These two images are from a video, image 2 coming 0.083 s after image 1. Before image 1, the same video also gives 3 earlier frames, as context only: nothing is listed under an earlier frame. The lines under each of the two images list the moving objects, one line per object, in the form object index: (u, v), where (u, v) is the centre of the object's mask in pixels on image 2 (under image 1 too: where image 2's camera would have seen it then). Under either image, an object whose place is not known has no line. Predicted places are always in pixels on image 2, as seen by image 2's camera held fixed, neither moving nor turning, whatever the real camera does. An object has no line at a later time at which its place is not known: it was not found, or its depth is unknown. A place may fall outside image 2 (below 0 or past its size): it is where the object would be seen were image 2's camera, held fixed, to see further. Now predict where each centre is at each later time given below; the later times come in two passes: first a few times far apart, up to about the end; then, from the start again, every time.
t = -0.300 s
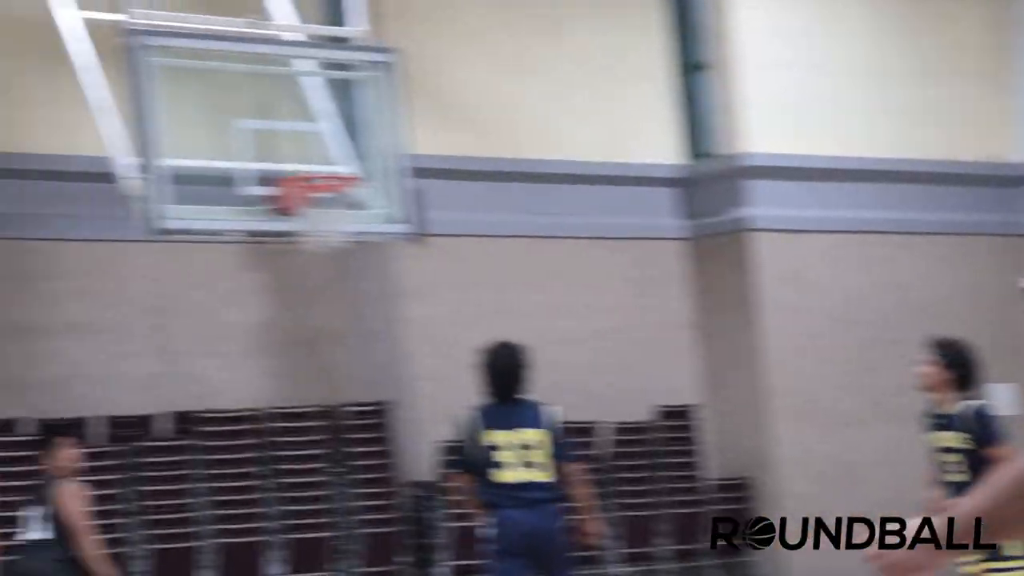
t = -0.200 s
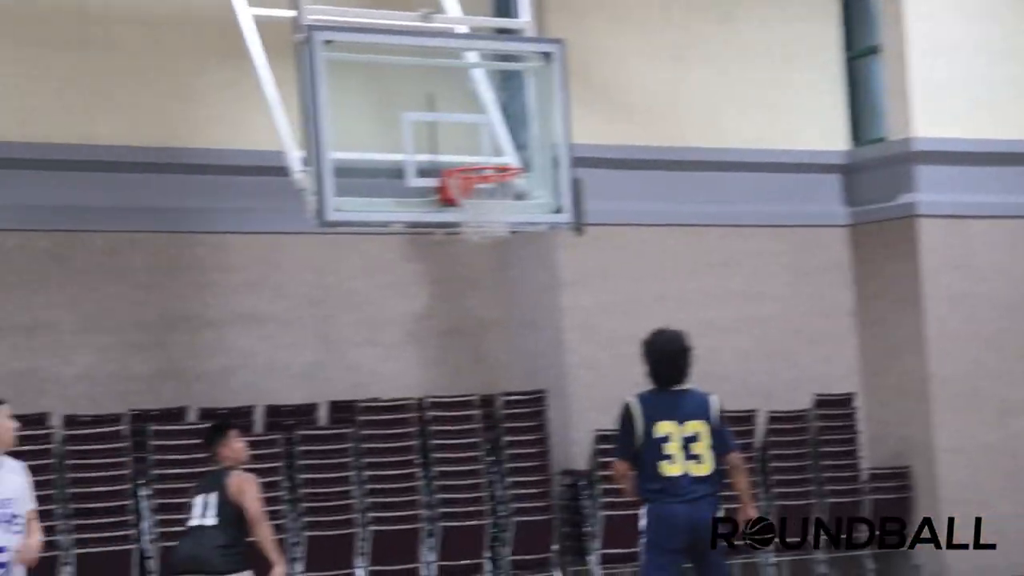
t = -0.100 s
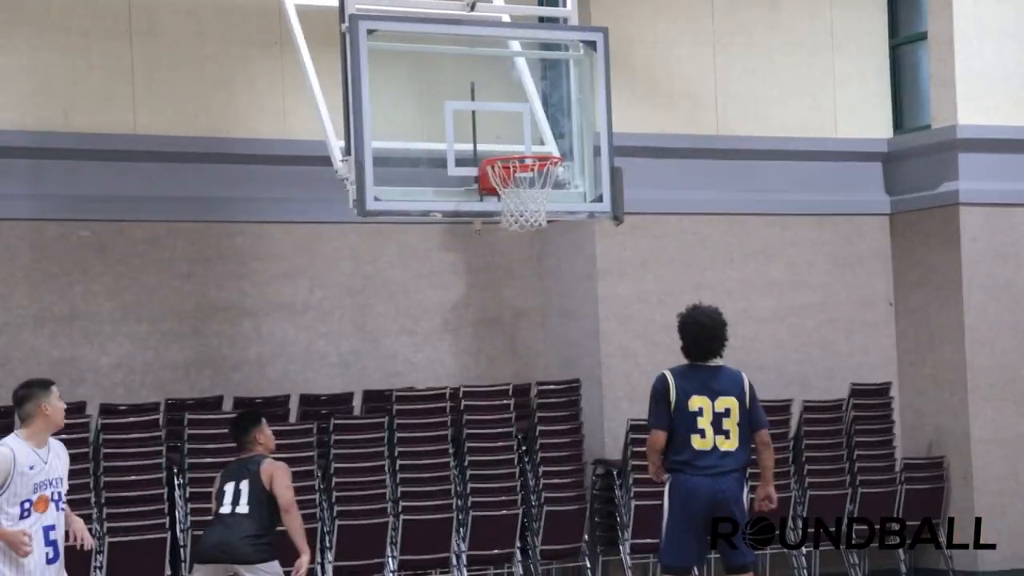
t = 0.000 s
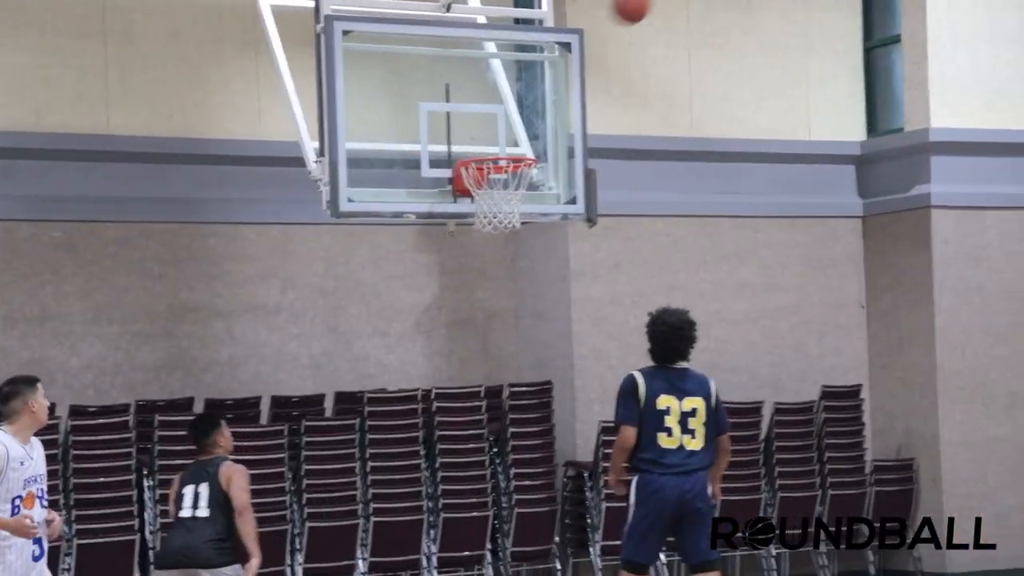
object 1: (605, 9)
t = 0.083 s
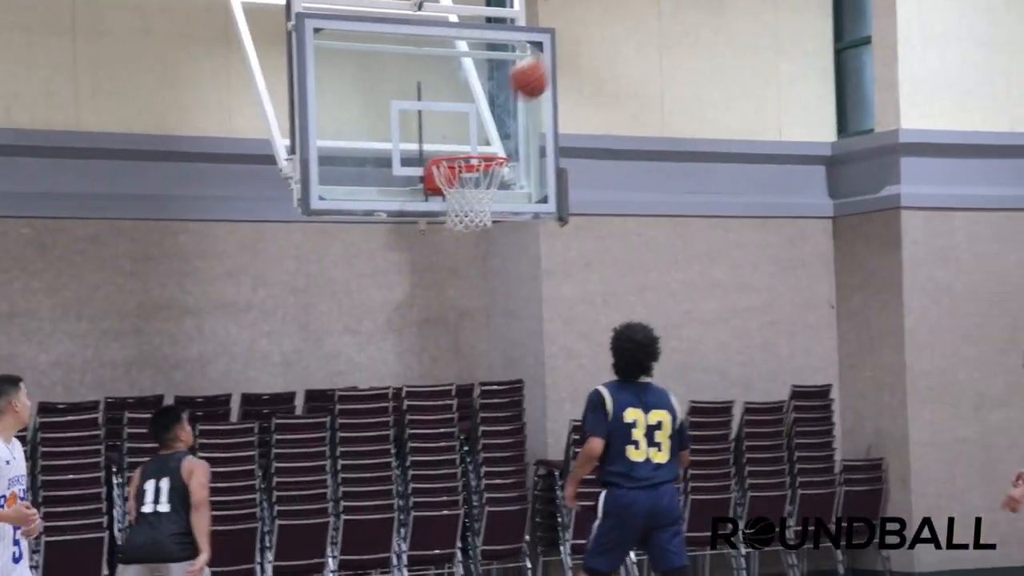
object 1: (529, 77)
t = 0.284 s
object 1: (439, 202)
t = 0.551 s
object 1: (458, 264)
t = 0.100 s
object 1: (514, 95)
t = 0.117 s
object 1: (501, 110)
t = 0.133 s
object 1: (487, 128)
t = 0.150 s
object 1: (471, 142)
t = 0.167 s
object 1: (456, 166)
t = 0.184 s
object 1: (443, 179)
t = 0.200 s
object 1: (434, 188)
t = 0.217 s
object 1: (435, 202)
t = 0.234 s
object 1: (438, 204)
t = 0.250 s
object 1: (438, 203)
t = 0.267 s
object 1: (438, 202)
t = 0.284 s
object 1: (439, 202)
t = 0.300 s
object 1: (439, 202)
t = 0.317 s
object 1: (440, 203)
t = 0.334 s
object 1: (441, 204)
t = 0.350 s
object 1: (442, 206)
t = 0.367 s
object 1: (443, 209)
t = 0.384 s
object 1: (444, 211)
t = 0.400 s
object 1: (445, 214)
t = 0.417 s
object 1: (447, 217)
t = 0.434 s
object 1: (448, 220)
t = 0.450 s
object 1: (449, 226)
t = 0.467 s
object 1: (451, 230)
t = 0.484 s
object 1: (453, 236)
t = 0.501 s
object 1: (454, 242)
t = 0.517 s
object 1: (456, 249)
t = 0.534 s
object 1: (457, 256)
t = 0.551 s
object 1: (458, 264)
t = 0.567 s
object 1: (460, 272)
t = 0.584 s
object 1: (462, 280)
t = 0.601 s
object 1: (464, 289)
